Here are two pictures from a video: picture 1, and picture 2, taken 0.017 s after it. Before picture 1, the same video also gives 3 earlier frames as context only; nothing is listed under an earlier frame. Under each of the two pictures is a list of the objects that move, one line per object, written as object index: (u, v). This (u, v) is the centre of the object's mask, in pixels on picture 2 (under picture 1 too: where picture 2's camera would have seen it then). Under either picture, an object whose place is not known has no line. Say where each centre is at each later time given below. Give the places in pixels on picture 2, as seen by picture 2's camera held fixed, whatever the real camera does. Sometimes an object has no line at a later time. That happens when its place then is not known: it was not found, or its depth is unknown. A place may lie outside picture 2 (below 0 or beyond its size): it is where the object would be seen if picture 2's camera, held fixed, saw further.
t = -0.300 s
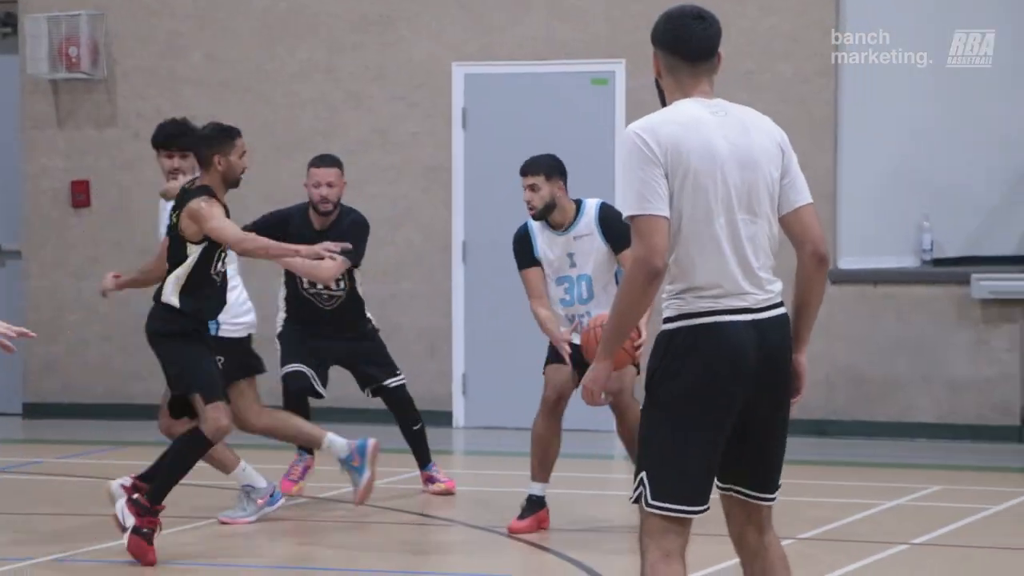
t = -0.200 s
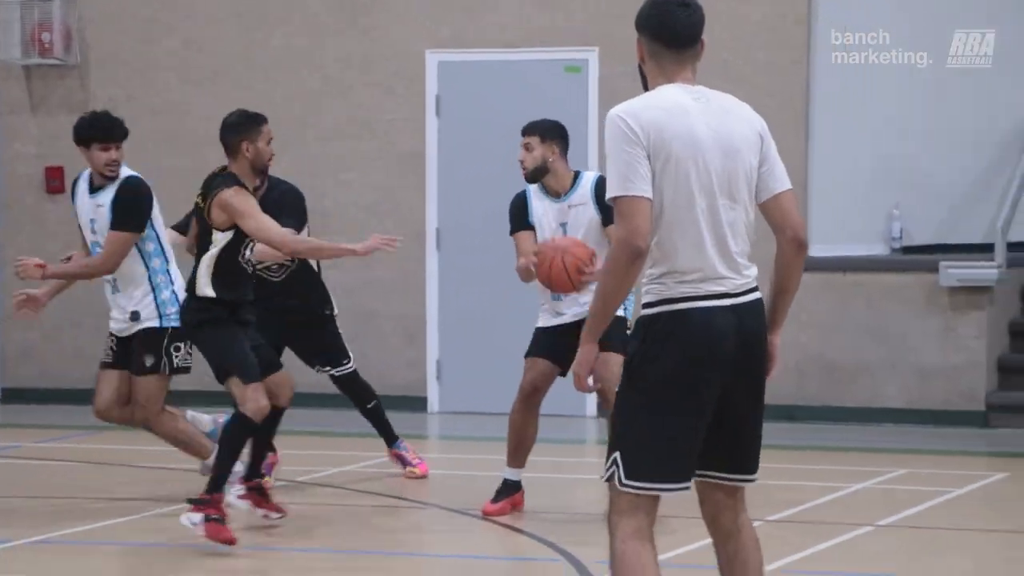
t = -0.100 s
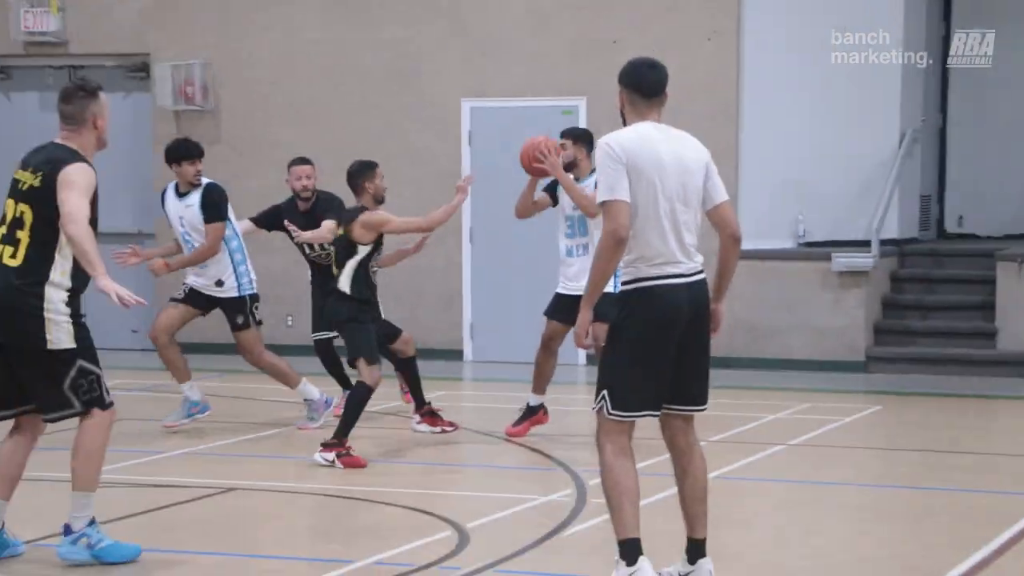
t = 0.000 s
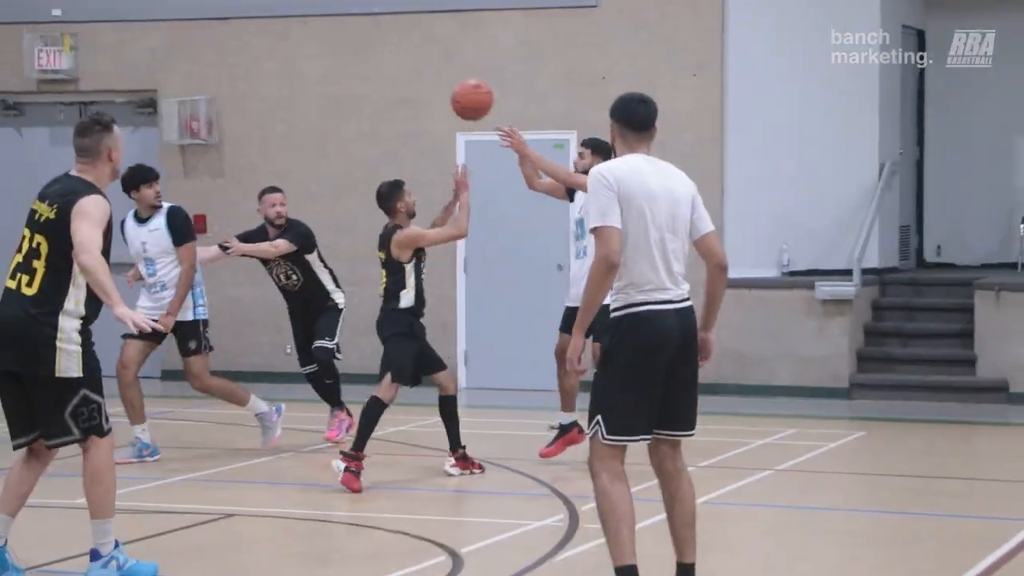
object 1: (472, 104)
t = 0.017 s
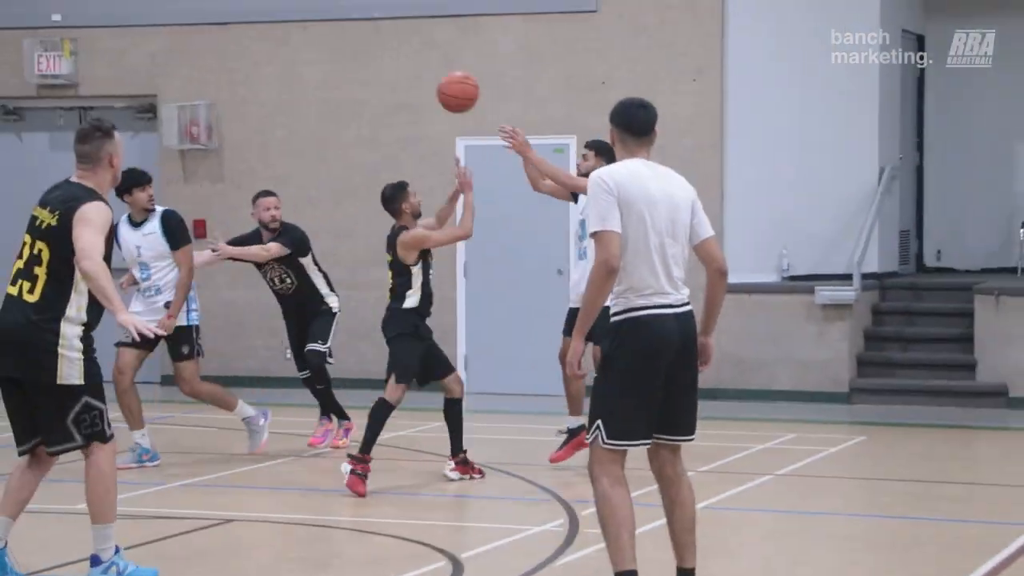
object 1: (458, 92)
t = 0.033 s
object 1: (444, 79)
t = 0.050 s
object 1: (431, 66)
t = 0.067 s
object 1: (416, 54)
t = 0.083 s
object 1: (402, 43)
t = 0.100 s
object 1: (387, 32)
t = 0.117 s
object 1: (373, 21)
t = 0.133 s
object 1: (359, 12)
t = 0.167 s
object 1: (330, -6)
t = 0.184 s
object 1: (316, -13)
